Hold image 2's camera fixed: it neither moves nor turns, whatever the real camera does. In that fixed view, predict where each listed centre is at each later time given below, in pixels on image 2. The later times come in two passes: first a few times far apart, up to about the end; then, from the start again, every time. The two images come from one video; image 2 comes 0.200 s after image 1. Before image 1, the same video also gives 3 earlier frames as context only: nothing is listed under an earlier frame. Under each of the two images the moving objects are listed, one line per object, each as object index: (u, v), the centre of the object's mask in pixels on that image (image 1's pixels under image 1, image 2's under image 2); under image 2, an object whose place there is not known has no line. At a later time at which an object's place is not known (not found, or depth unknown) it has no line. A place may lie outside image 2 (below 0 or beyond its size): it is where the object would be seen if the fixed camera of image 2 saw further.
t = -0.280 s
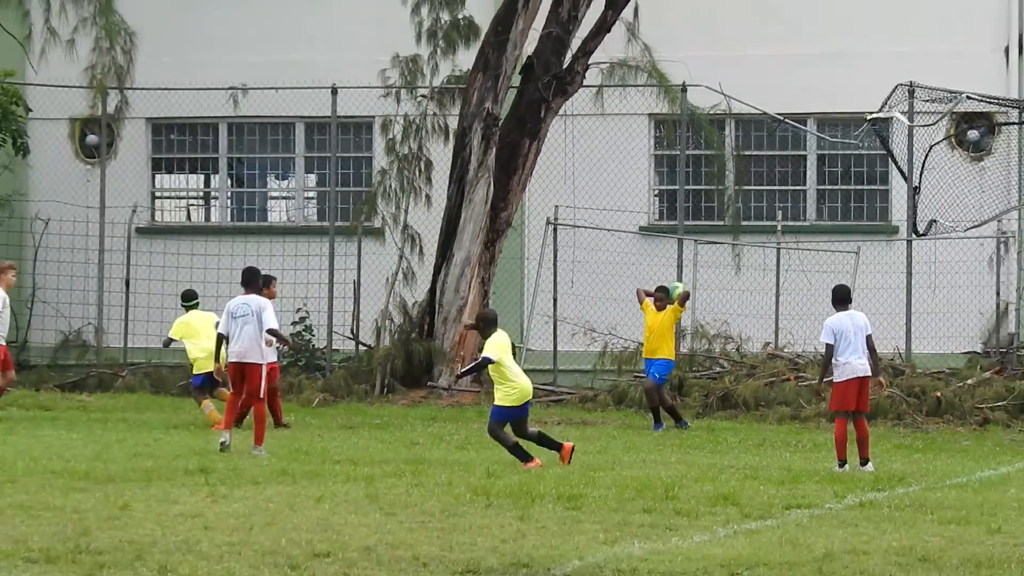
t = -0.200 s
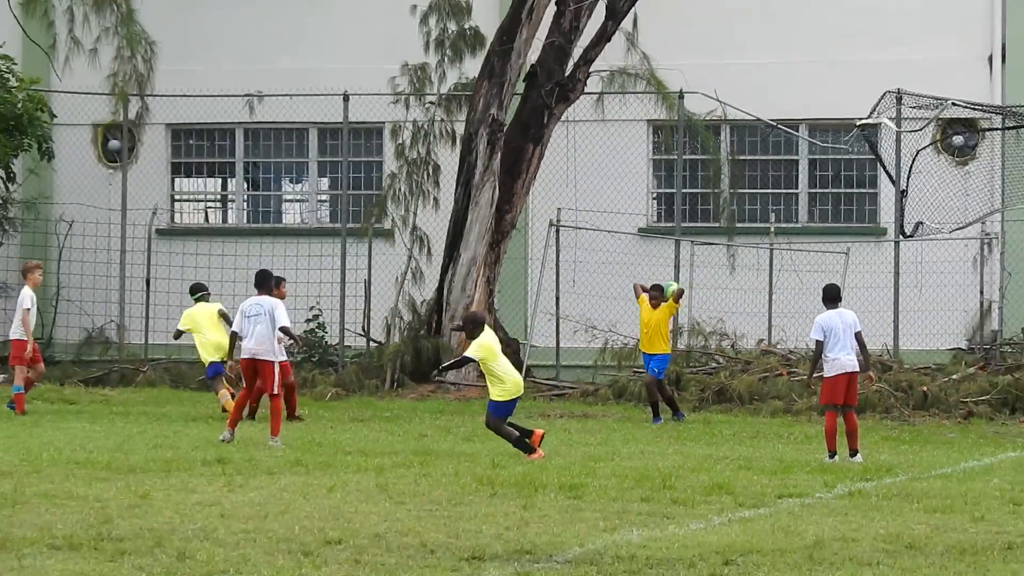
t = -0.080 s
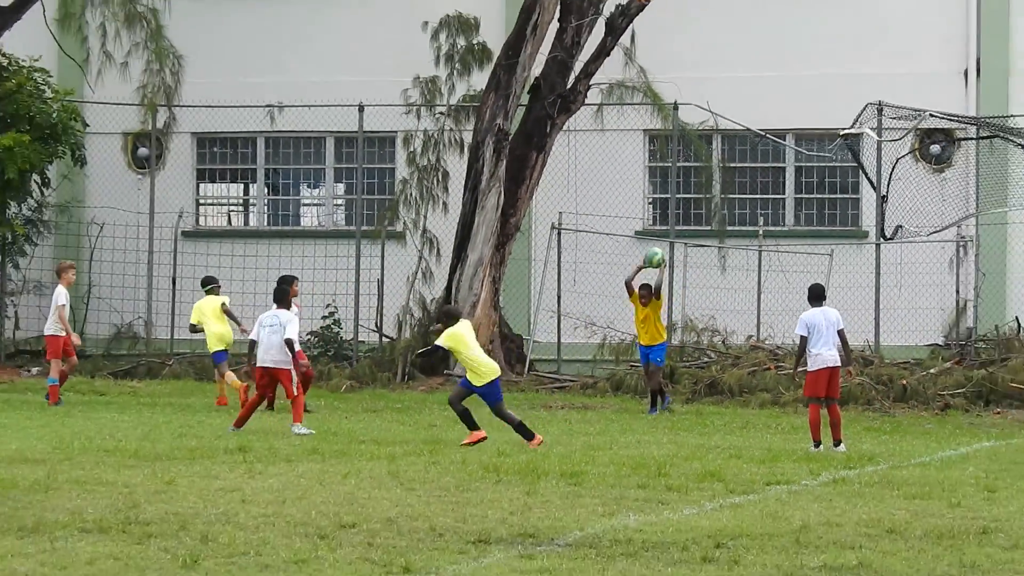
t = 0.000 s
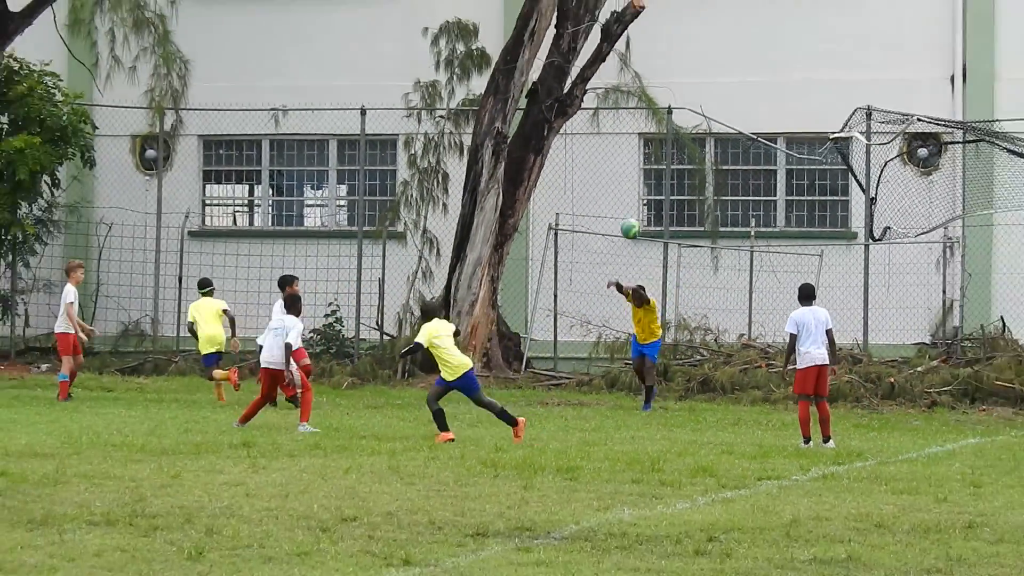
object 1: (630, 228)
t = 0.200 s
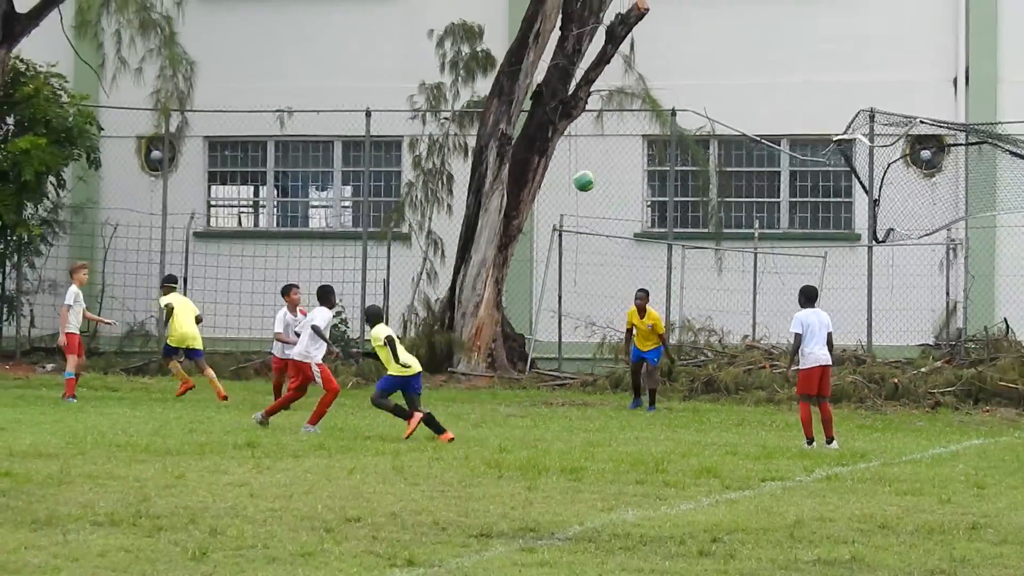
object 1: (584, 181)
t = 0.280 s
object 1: (563, 171)
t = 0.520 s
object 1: (496, 178)
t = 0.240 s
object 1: (574, 175)
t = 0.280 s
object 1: (563, 171)
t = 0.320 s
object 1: (553, 168)
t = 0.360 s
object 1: (541, 167)
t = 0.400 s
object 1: (530, 167)
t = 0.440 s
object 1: (519, 170)
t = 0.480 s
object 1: (508, 172)
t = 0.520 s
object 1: (496, 178)
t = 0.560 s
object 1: (485, 186)
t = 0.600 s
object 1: (473, 194)
